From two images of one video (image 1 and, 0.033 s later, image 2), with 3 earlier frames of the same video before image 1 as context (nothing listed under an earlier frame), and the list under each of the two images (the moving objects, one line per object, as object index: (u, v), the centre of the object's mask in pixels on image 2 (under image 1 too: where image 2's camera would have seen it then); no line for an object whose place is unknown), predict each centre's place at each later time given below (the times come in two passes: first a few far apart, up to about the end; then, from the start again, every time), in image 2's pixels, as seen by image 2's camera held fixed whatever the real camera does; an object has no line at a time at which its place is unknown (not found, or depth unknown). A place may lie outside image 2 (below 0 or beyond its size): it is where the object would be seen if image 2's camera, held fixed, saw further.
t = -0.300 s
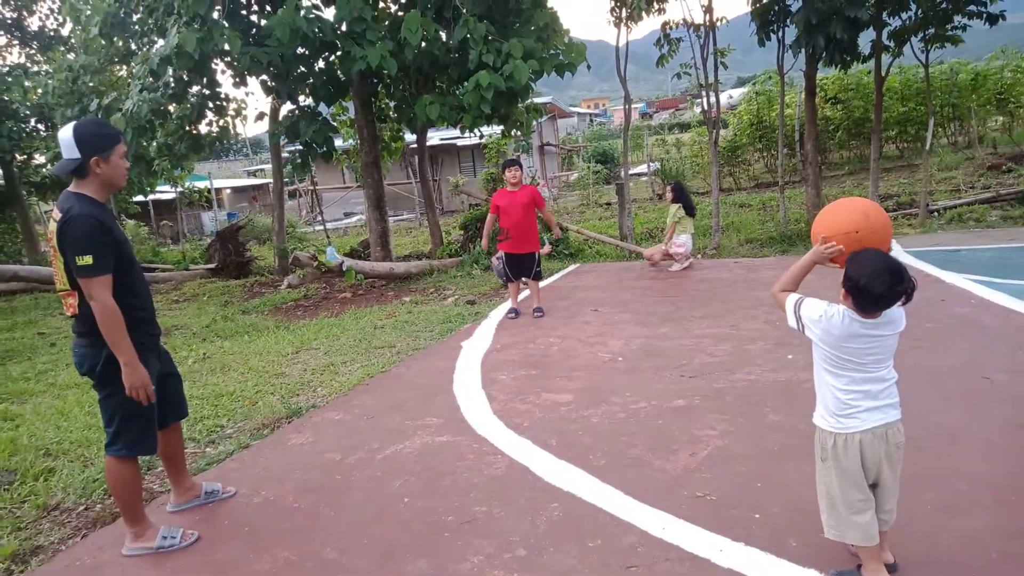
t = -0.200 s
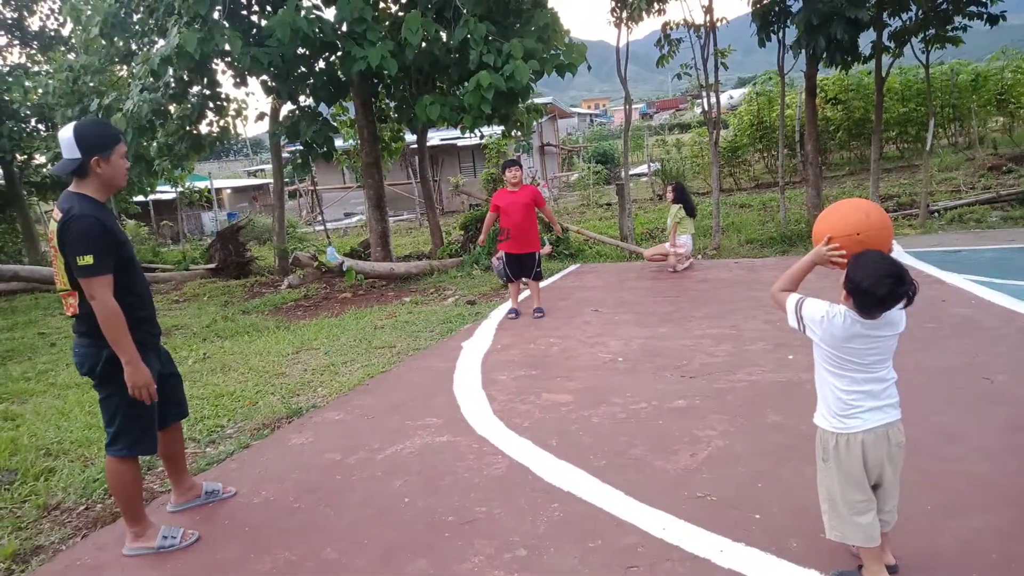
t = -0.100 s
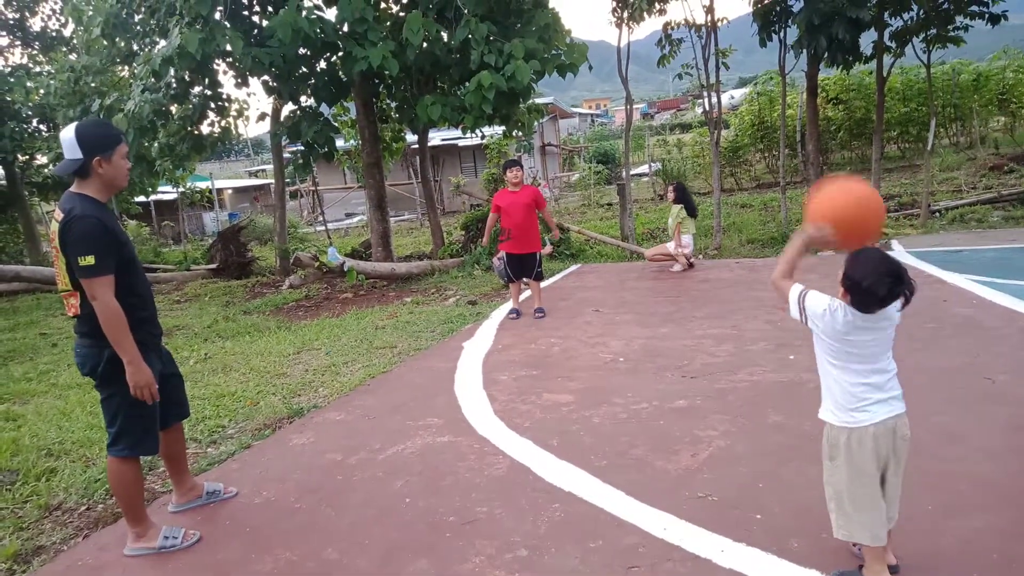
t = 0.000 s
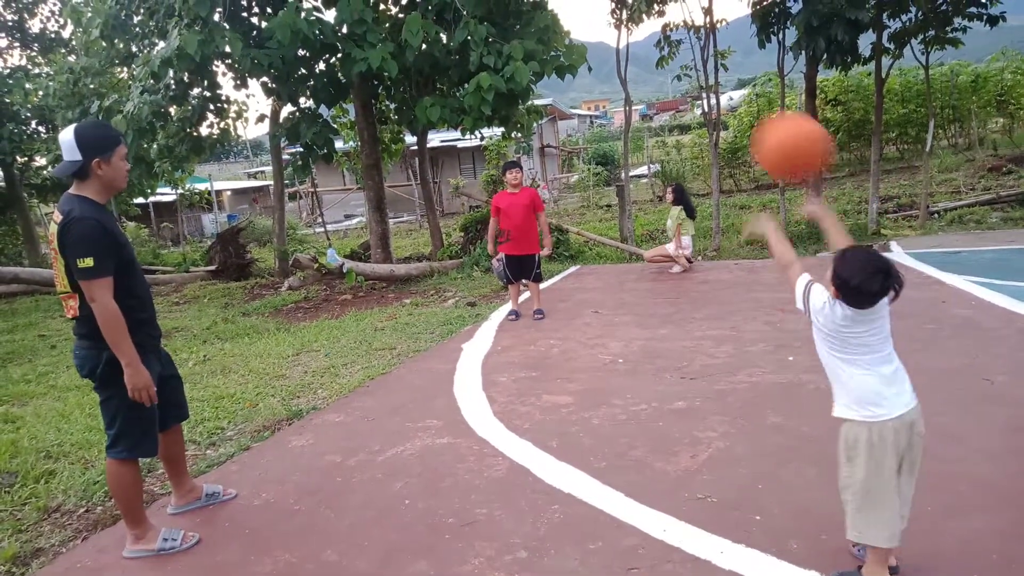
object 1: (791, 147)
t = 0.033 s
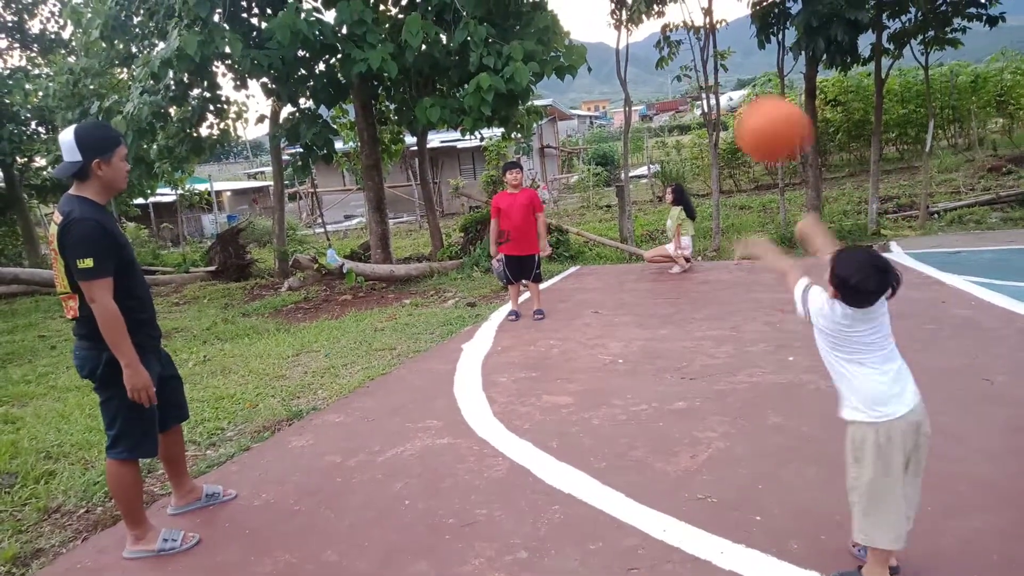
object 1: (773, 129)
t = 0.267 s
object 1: (663, 100)
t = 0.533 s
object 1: (591, 195)
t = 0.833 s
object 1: (547, 329)
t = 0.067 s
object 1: (753, 118)
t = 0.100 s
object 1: (735, 106)
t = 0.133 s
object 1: (718, 99)
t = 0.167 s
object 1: (702, 95)
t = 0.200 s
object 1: (688, 94)
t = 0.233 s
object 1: (674, 96)
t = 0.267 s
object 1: (663, 100)
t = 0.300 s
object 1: (650, 107)
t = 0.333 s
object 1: (641, 115)
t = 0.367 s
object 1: (630, 125)
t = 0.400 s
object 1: (620, 139)
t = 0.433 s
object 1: (613, 150)
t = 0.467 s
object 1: (605, 164)
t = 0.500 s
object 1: (598, 177)
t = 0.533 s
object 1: (591, 195)
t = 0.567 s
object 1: (585, 211)
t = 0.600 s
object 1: (578, 232)
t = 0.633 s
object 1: (571, 251)
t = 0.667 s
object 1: (568, 269)
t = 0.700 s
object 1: (563, 293)
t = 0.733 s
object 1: (558, 312)
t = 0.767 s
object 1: (555, 334)
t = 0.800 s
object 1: (551, 347)
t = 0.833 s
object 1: (547, 329)
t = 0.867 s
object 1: (542, 311)
